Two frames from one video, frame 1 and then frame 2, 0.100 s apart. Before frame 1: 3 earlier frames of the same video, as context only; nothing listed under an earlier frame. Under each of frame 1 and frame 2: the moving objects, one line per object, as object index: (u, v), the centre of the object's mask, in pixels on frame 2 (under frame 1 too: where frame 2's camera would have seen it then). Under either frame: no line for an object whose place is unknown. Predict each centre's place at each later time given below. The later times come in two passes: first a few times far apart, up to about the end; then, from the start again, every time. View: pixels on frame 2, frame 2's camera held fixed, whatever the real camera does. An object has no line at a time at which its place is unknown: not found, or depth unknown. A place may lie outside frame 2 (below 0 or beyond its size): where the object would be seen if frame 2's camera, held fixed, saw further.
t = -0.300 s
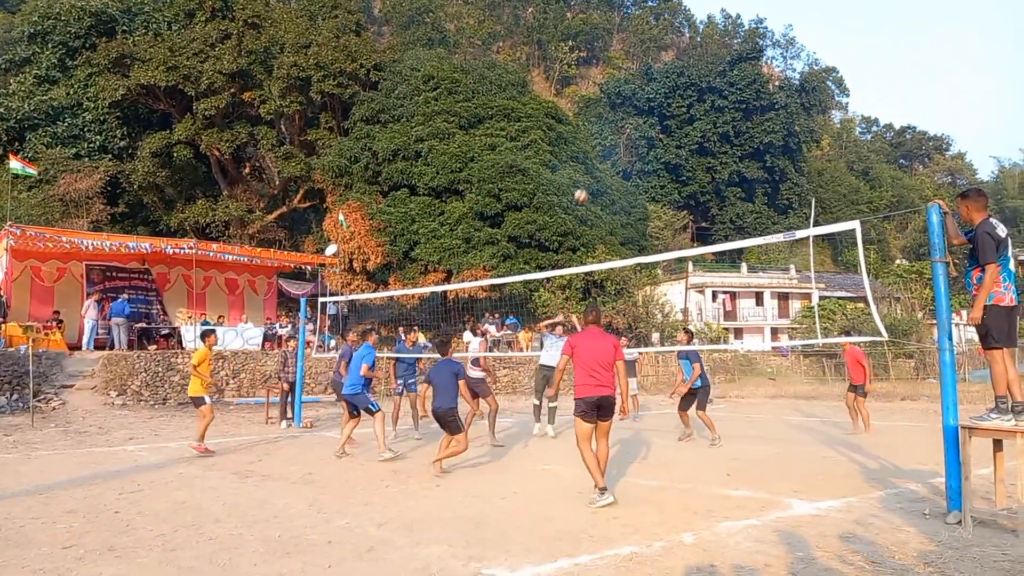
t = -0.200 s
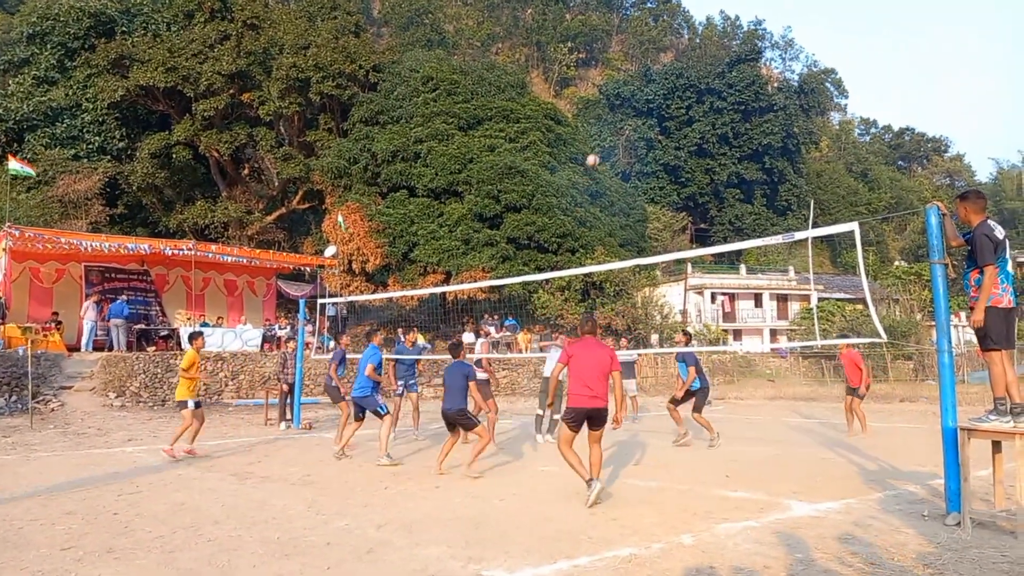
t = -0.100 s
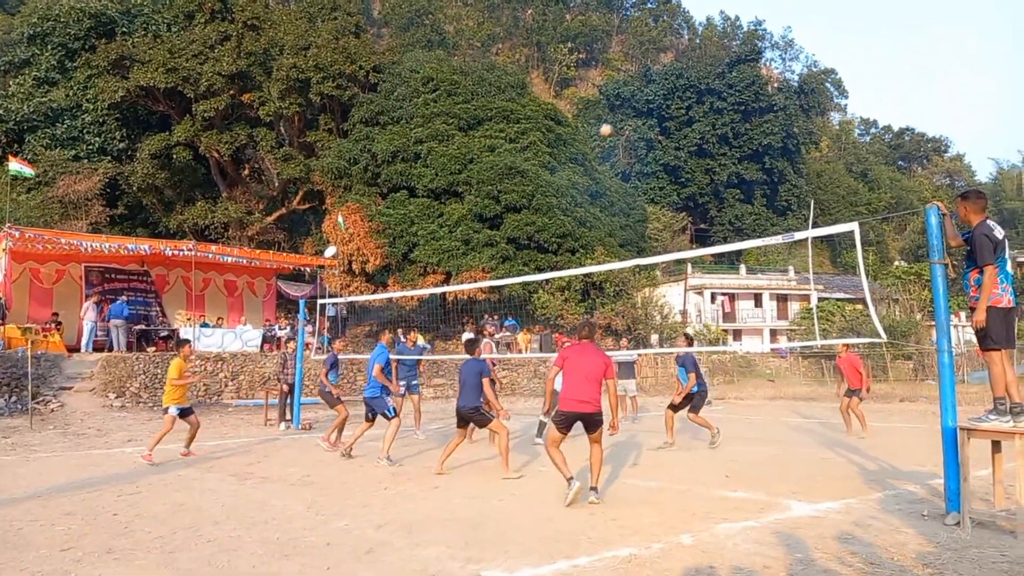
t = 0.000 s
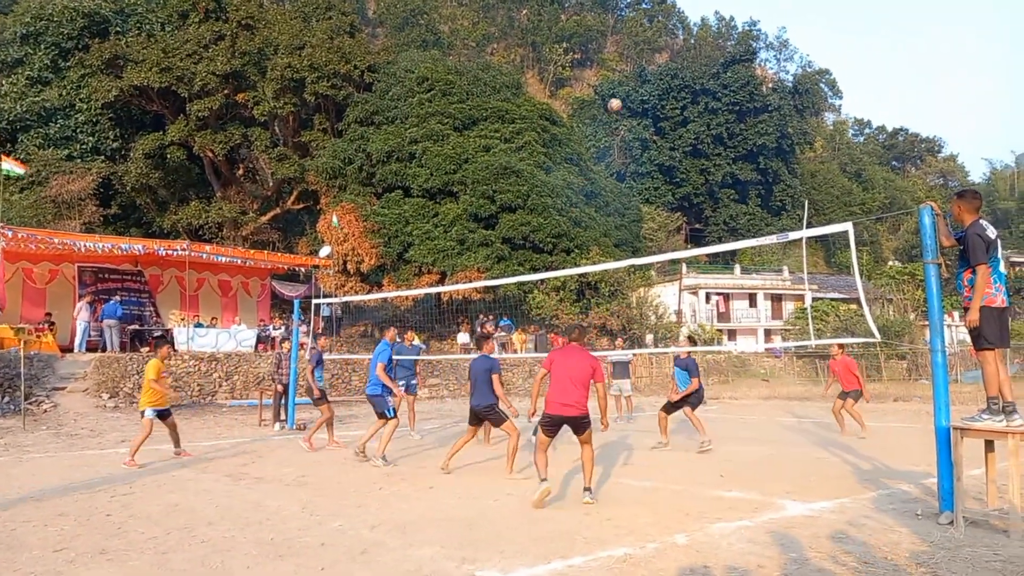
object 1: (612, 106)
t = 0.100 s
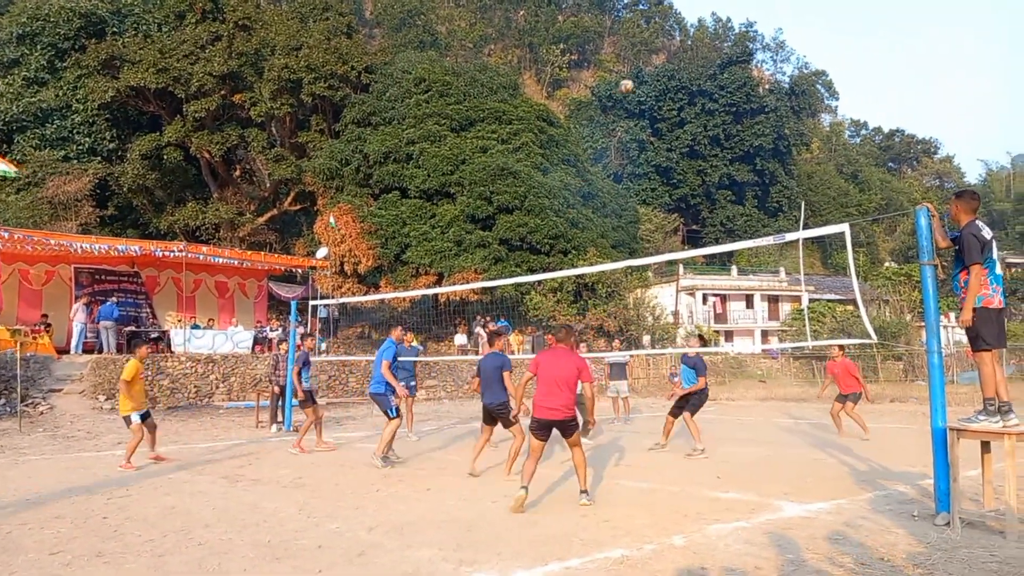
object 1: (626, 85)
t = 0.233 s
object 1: (646, 68)
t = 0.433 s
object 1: (680, 63)
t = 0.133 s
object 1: (632, 80)
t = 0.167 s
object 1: (636, 76)
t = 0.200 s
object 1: (641, 72)
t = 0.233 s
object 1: (646, 68)
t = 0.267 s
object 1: (651, 66)
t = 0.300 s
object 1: (657, 63)
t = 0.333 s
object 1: (662, 62)
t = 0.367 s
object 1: (669, 62)
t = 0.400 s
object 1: (674, 62)
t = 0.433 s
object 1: (680, 63)
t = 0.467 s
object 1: (686, 65)
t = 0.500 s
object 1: (691, 68)
